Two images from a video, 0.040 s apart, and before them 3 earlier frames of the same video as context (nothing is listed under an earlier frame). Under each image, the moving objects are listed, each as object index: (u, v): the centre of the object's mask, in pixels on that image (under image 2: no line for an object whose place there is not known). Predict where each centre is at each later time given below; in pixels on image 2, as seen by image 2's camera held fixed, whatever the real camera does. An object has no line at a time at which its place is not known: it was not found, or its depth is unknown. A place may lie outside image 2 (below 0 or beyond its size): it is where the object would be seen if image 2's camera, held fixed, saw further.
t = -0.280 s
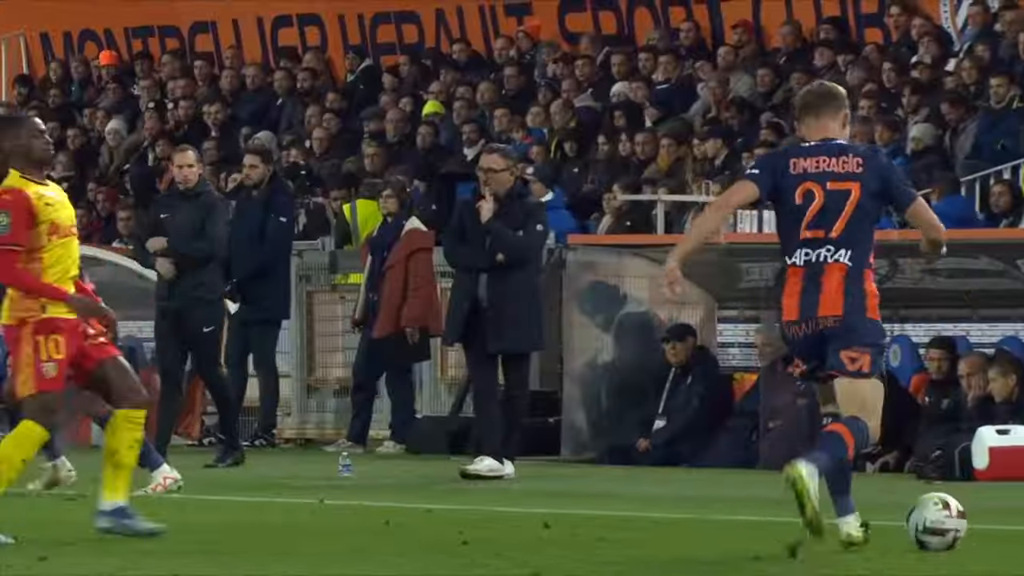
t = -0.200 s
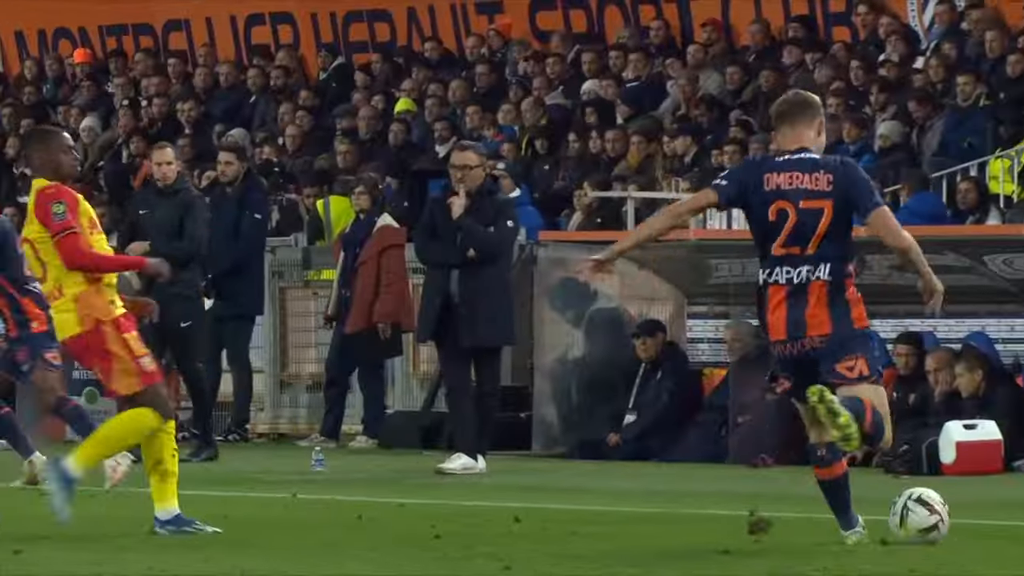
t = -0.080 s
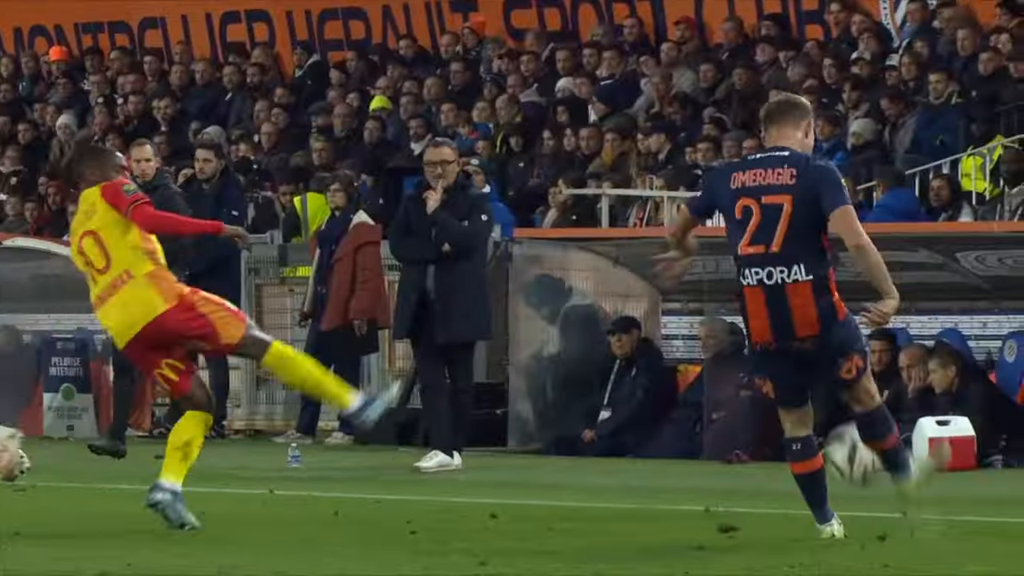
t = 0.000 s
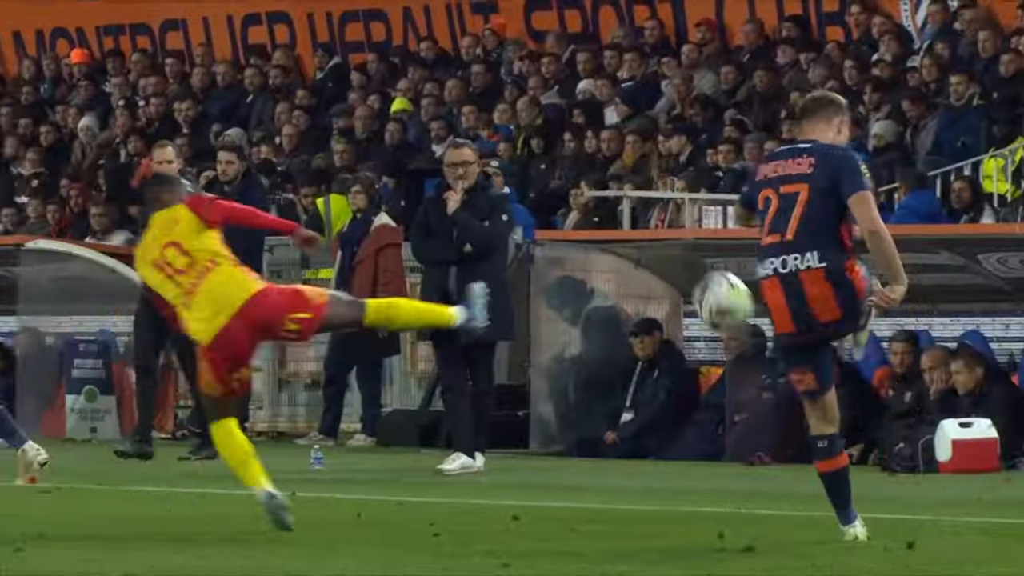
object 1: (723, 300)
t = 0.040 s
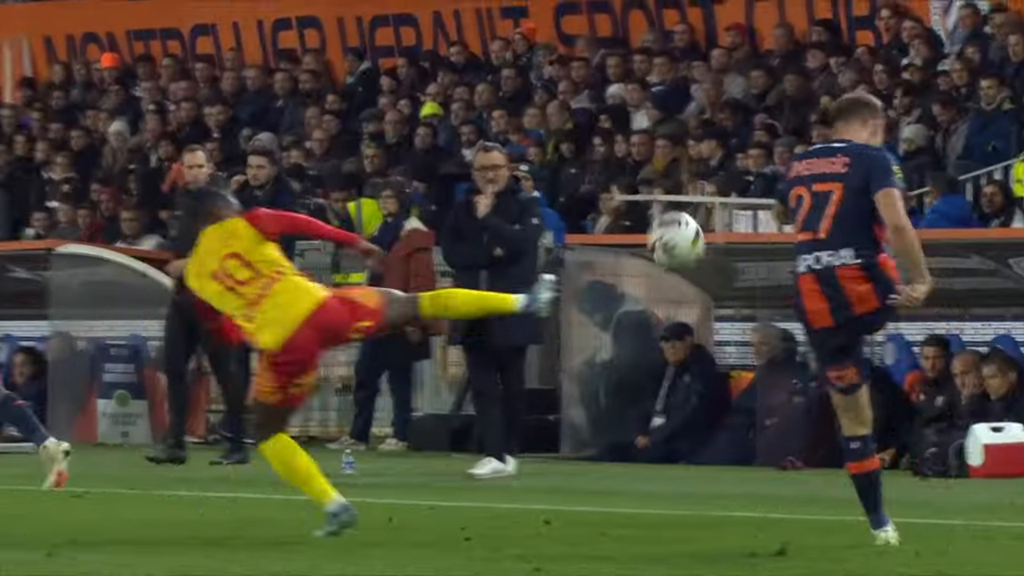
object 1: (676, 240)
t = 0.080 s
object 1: (599, 182)
